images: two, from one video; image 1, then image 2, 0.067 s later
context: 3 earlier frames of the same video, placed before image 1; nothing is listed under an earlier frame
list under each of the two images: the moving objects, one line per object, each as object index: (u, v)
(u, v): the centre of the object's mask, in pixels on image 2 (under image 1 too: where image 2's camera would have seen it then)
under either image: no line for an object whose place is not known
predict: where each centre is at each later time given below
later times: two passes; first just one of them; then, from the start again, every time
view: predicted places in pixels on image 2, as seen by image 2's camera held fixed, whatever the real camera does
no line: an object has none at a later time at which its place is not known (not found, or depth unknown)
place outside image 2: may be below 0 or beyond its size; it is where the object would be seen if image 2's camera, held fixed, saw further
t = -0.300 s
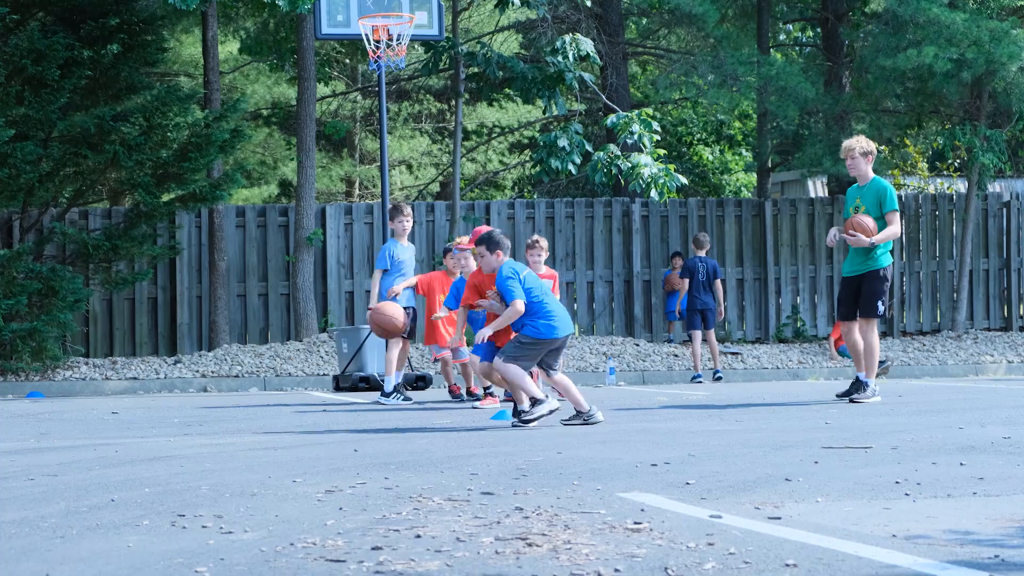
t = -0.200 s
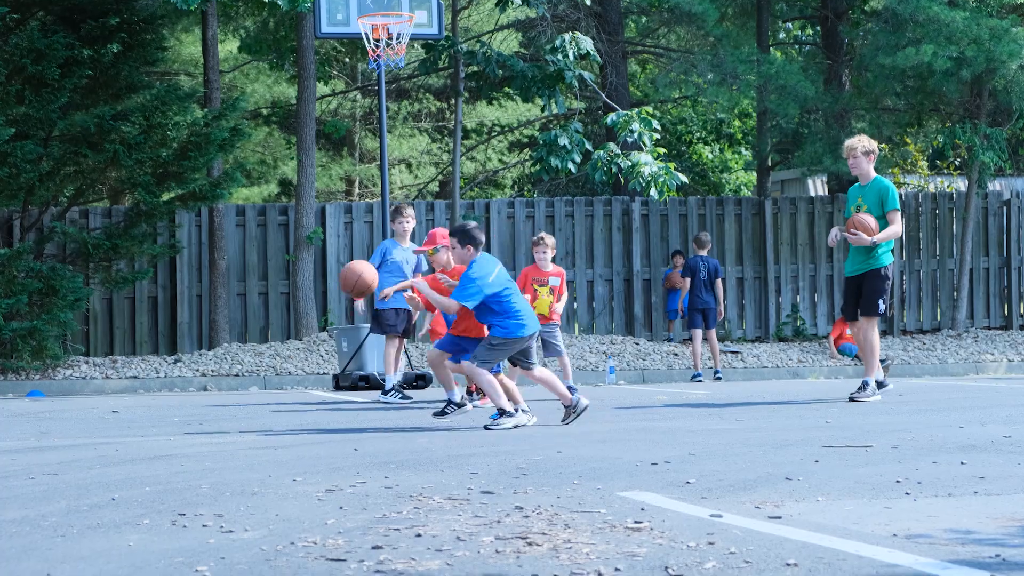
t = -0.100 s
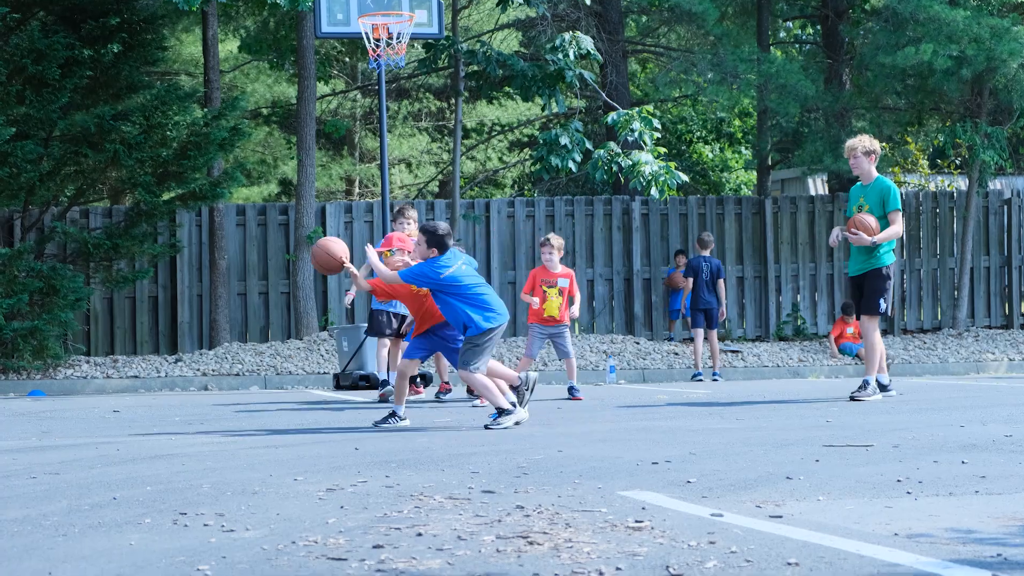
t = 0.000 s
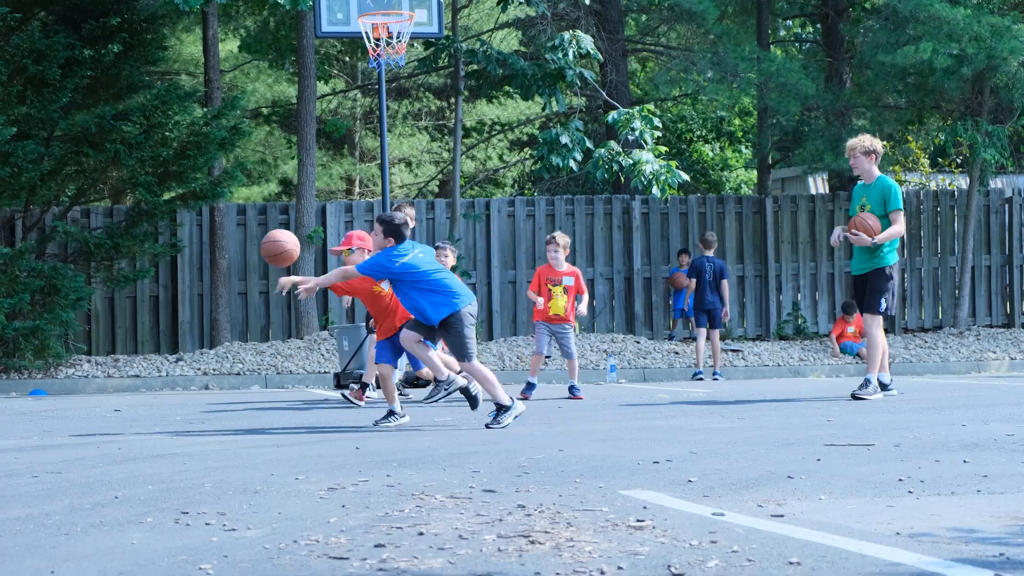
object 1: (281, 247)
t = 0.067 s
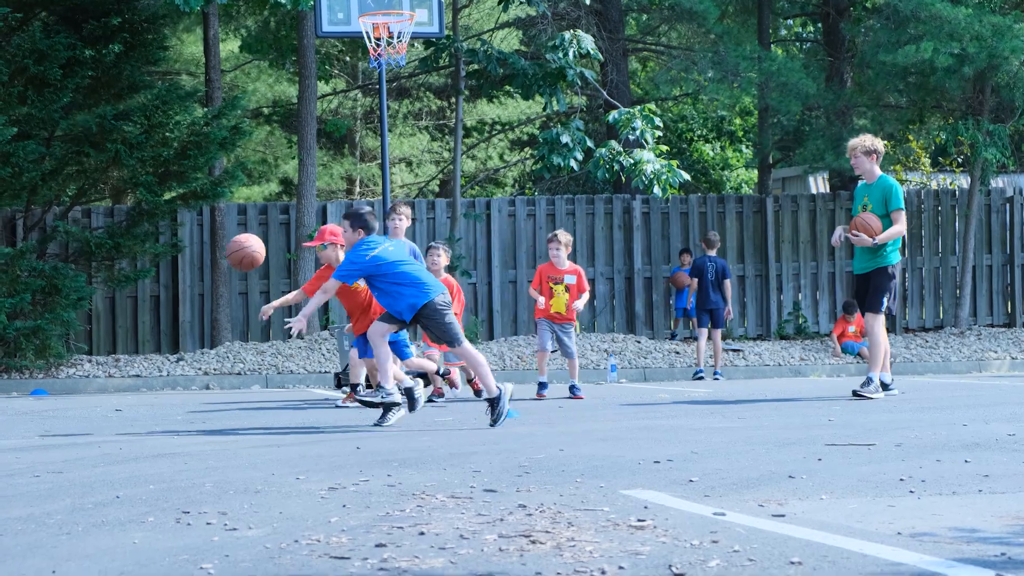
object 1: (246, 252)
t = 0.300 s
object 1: (121, 330)
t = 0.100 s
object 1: (228, 257)
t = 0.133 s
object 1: (211, 264)
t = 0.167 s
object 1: (193, 273)
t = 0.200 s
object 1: (175, 284)
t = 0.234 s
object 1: (157, 298)
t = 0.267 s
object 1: (139, 312)
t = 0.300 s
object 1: (121, 330)
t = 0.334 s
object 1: (104, 349)
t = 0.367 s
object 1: (86, 370)
